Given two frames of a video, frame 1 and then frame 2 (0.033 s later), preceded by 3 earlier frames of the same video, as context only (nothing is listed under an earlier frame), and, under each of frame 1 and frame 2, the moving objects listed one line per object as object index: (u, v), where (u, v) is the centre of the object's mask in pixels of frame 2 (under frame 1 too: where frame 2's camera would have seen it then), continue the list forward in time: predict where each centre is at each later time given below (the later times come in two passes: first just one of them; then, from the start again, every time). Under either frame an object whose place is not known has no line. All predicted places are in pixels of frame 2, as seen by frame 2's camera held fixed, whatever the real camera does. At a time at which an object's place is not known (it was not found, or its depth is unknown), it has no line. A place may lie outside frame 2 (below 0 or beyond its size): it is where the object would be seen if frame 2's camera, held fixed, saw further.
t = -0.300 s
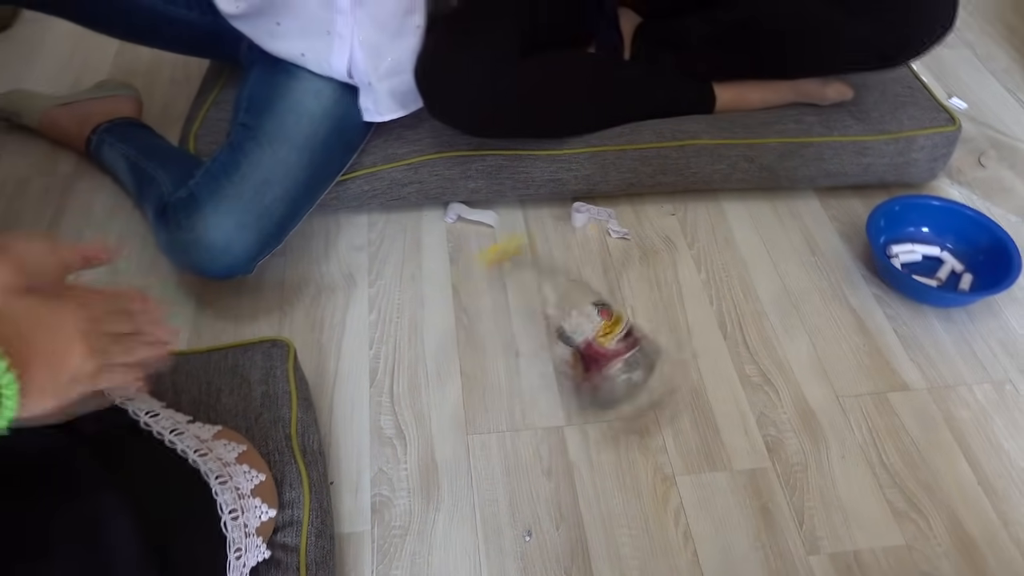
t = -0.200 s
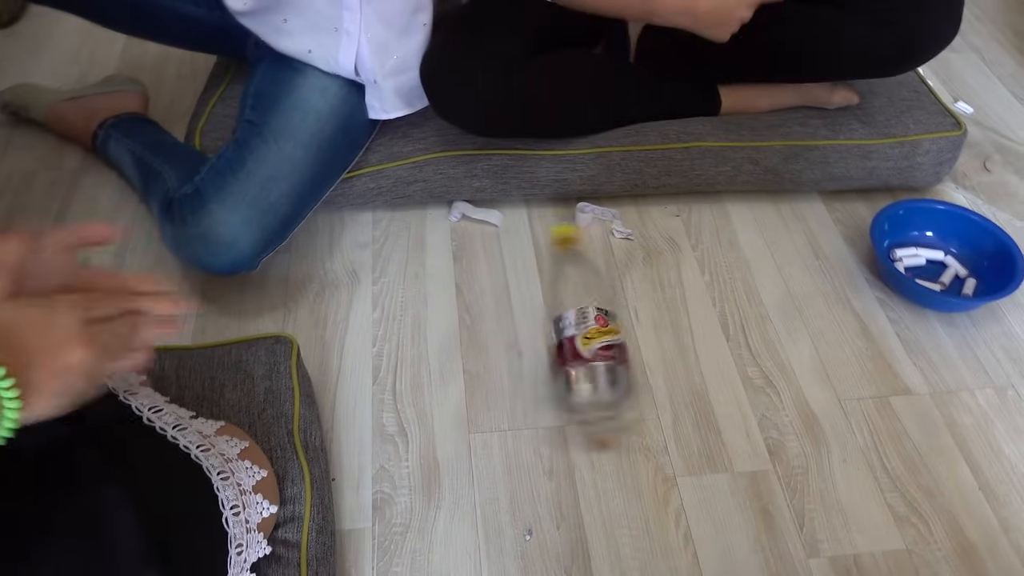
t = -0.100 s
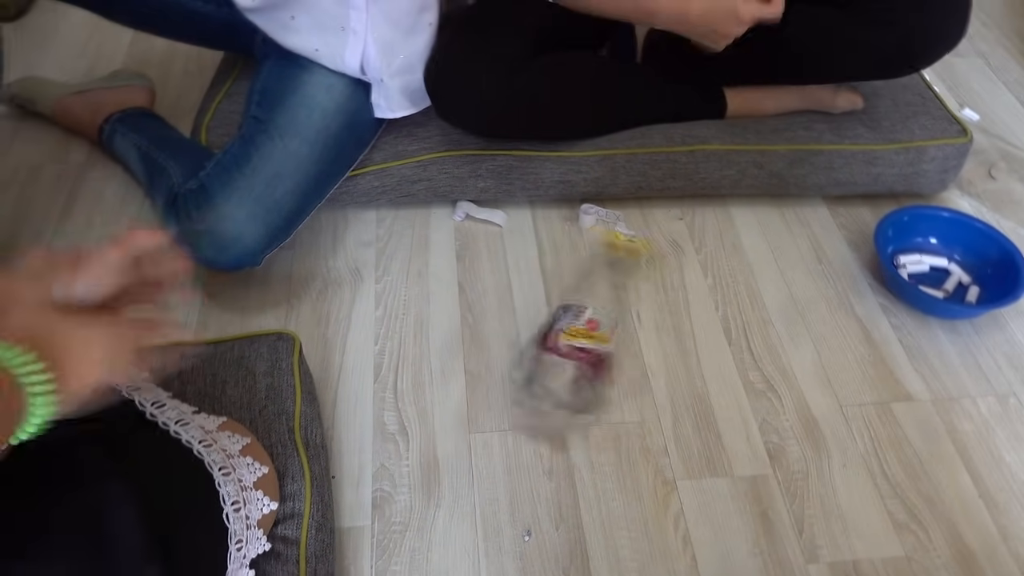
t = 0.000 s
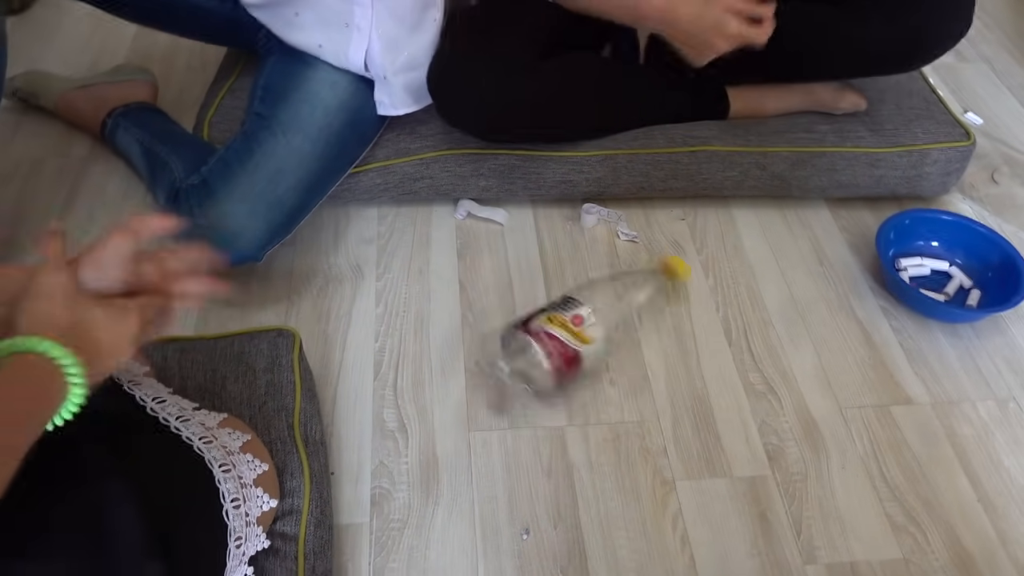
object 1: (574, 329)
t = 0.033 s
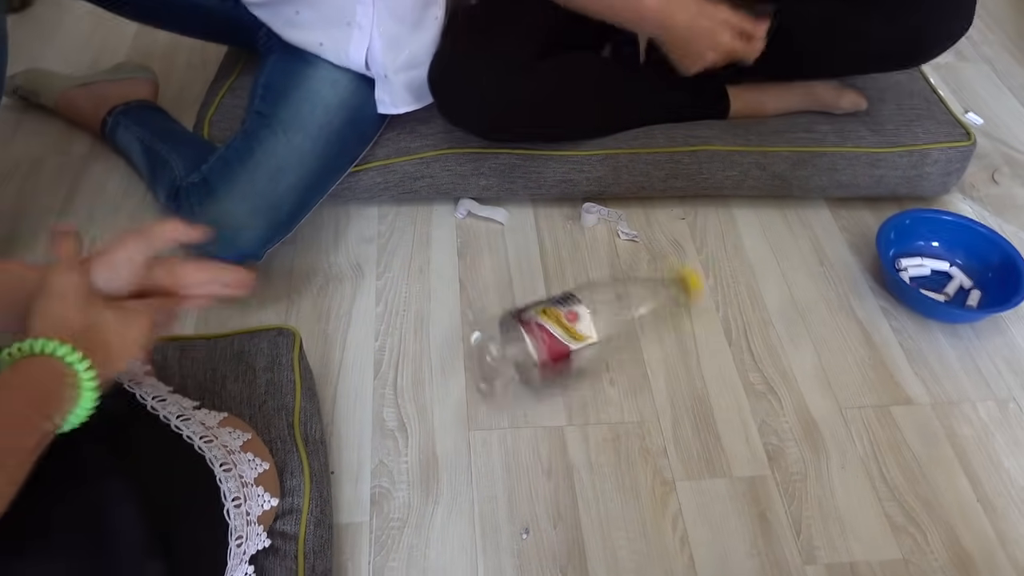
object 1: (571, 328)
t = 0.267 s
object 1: (589, 328)
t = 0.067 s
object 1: (583, 322)
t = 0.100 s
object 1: (593, 321)
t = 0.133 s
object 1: (592, 324)
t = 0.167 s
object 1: (588, 324)
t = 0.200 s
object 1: (586, 327)
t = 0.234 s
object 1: (586, 327)
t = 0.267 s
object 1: (589, 328)
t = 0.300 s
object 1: (589, 328)
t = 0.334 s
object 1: (589, 330)
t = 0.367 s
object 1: (586, 329)
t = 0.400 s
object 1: (585, 327)
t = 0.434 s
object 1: (585, 328)
